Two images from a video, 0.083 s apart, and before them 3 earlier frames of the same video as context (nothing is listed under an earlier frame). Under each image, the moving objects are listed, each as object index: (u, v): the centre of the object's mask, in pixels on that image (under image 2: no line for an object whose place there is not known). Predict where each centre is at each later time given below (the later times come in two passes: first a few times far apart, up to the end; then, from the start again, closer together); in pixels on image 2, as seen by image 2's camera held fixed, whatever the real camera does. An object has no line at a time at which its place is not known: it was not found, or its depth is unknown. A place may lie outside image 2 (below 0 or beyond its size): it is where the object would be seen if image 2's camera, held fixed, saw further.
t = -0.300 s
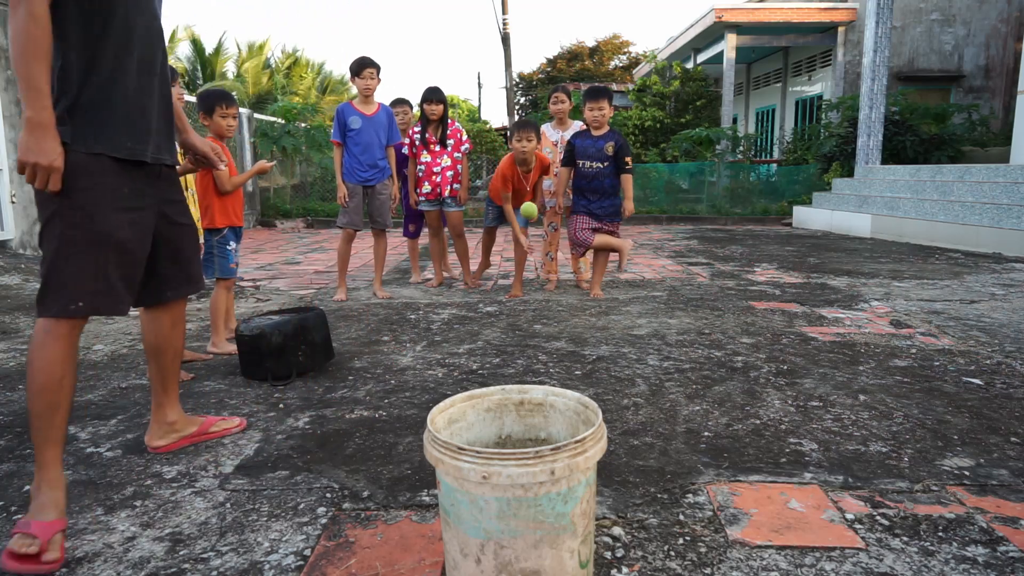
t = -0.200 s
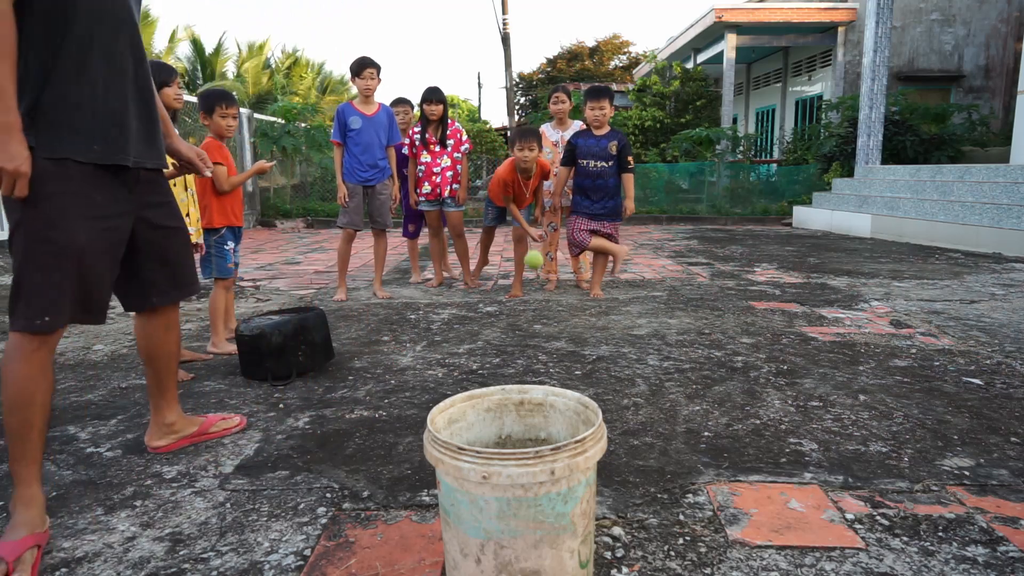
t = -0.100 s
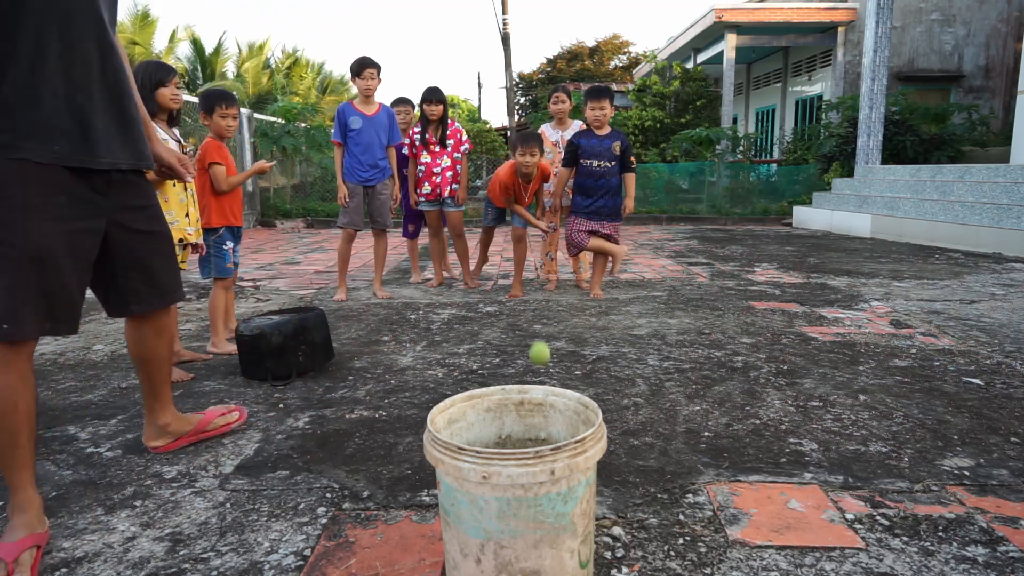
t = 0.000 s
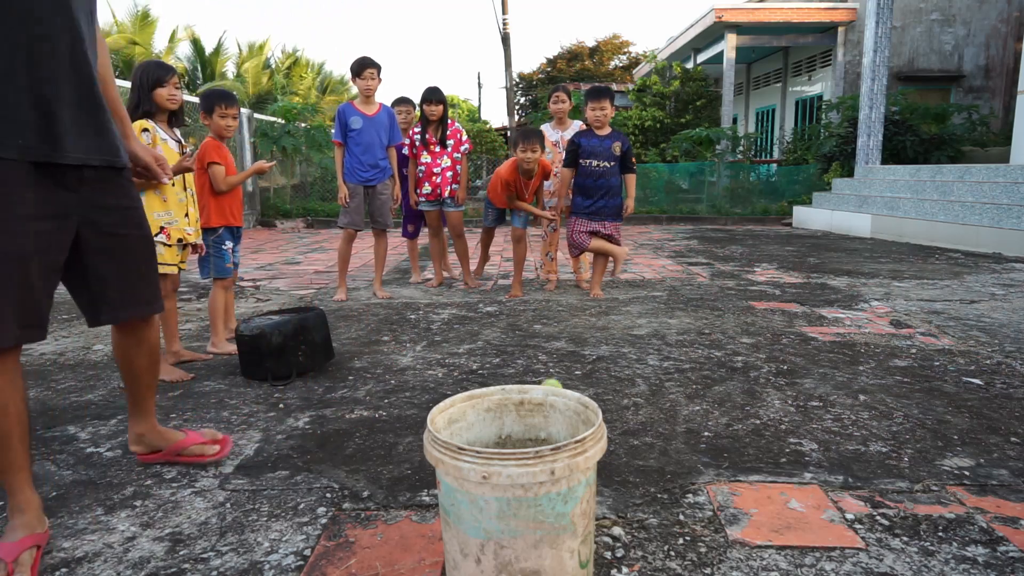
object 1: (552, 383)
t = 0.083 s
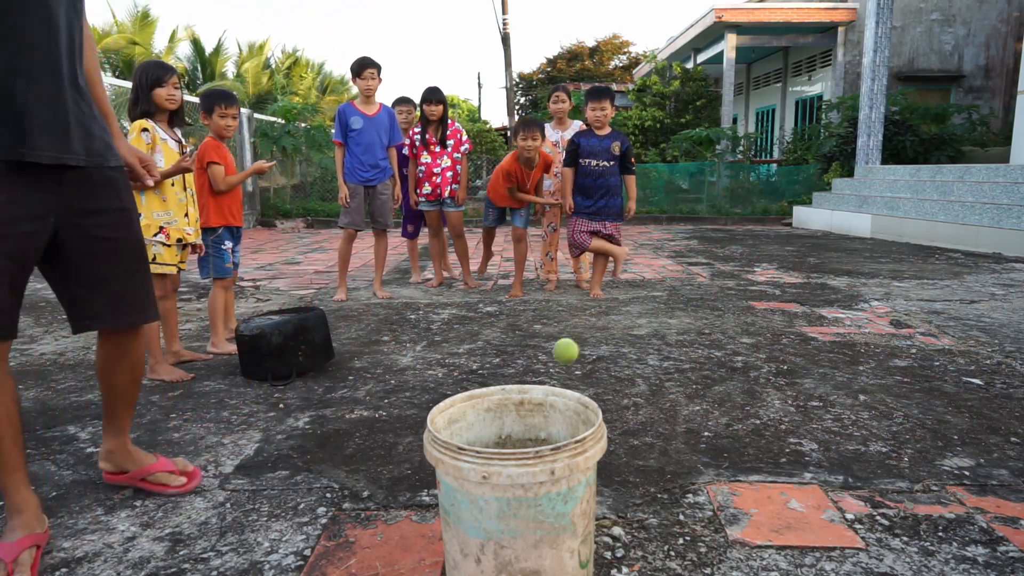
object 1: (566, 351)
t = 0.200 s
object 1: (591, 331)
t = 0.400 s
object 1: (654, 448)
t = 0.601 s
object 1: (721, 555)
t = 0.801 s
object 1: (779, 519)
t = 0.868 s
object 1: (798, 562)
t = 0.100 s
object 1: (569, 346)
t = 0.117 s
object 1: (573, 340)
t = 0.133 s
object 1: (576, 337)
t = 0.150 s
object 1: (579, 334)
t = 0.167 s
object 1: (583, 332)
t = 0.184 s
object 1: (587, 331)
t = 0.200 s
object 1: (591, 331)
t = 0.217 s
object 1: (596, 332)
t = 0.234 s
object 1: (600, 335)
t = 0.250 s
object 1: (605, 339)
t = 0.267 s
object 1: (609, 344)
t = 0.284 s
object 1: (614, 351)
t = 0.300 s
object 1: (619, 359)
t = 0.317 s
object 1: (624, 369)
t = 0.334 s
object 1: (630, 381)
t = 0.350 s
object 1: (636, 394)
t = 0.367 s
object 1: (641, 410)
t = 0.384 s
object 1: (648, 428)
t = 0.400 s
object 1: (654, 448)
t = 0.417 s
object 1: (660, 471)
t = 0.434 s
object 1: (667, 495)
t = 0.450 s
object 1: (674, 523)
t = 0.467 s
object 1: (681, 553)
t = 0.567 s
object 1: (712, 569)
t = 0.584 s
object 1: (716, 562)
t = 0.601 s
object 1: (721, 555)
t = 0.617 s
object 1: (726, 544)
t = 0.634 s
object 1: (730, 533)
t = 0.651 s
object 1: (734, 524)
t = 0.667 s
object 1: (739, 516)
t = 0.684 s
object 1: (744, 510)
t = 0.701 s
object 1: (749, 506)
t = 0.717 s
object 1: (754, 503)
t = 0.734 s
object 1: (759, 503)
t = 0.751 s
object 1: (764, 504)
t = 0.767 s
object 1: (769, 507)
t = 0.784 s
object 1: (774, 512)
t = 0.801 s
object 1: (779, 519)
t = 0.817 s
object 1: (784, 529)
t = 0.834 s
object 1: (790, 542)
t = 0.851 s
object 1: (795, 553)
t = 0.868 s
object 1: (798, 562)
